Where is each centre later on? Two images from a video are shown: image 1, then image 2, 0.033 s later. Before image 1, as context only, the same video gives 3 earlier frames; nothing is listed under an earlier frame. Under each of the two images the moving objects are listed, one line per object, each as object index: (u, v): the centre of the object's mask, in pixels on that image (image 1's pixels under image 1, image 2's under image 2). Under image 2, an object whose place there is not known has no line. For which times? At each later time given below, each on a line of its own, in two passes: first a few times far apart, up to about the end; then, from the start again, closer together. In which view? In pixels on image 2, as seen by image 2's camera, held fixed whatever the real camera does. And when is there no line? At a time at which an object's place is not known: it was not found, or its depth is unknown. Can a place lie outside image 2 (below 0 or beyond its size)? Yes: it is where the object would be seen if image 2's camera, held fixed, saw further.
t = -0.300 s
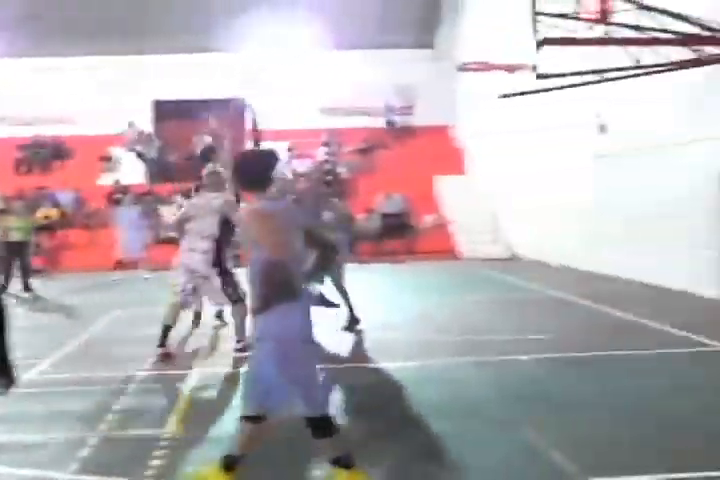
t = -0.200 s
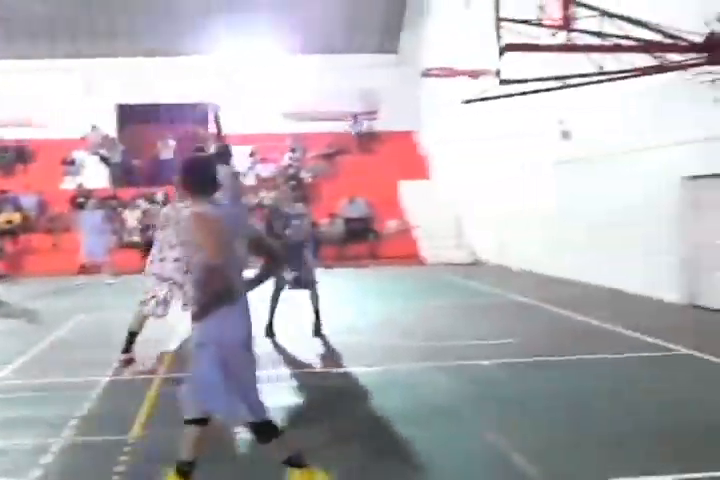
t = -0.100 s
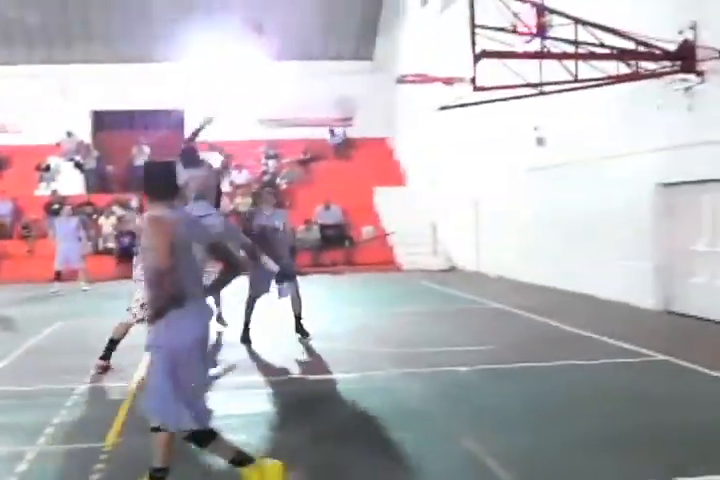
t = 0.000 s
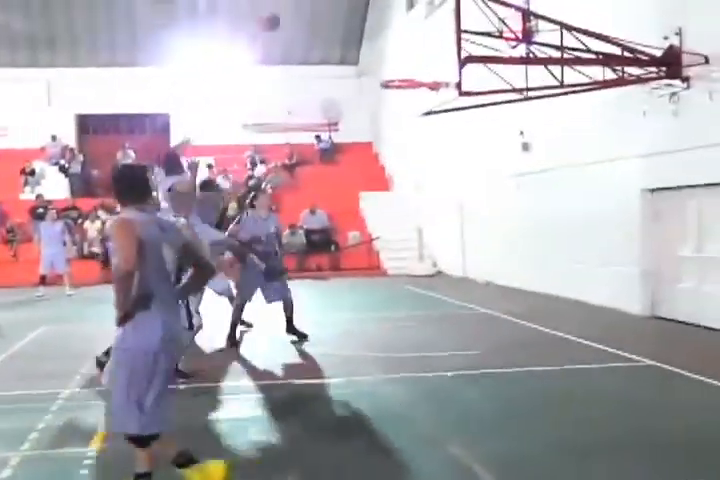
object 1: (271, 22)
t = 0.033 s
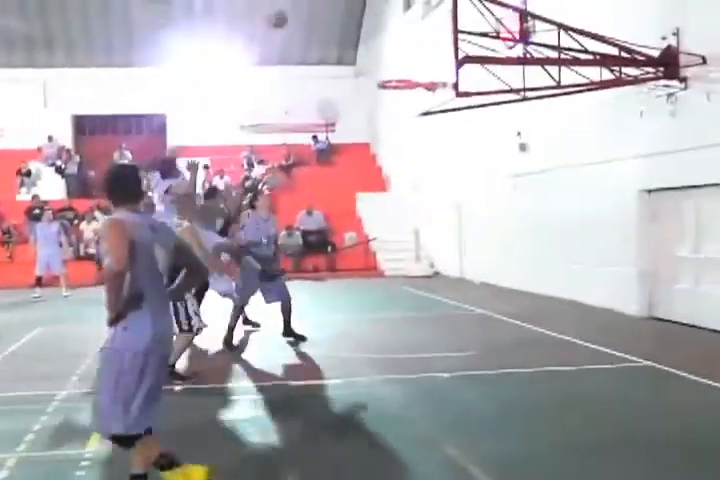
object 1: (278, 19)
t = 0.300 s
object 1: (364, 27)
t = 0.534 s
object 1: (419, 71)
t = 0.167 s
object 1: (318, 20)
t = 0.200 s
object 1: (328, 23)
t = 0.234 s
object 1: (338, 22)
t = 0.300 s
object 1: (364, 27)
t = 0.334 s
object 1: (370, 32)
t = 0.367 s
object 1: (380, 38)
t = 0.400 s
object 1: (391, 45)
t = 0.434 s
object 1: (401, 53)
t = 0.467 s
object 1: (410, 61)
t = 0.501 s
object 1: (422, 71)
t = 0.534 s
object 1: (419, 71)
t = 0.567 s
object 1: (414, 67)
